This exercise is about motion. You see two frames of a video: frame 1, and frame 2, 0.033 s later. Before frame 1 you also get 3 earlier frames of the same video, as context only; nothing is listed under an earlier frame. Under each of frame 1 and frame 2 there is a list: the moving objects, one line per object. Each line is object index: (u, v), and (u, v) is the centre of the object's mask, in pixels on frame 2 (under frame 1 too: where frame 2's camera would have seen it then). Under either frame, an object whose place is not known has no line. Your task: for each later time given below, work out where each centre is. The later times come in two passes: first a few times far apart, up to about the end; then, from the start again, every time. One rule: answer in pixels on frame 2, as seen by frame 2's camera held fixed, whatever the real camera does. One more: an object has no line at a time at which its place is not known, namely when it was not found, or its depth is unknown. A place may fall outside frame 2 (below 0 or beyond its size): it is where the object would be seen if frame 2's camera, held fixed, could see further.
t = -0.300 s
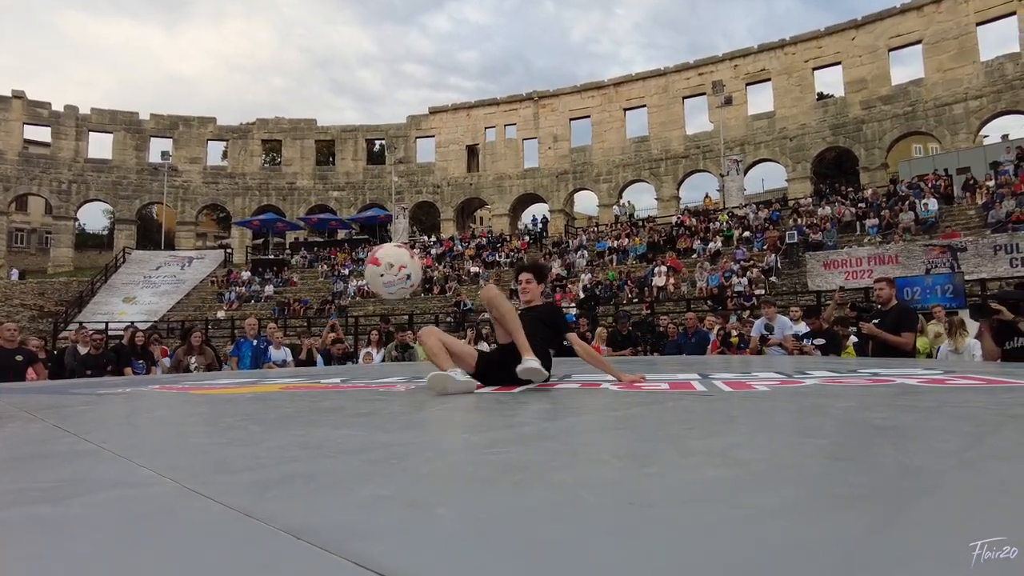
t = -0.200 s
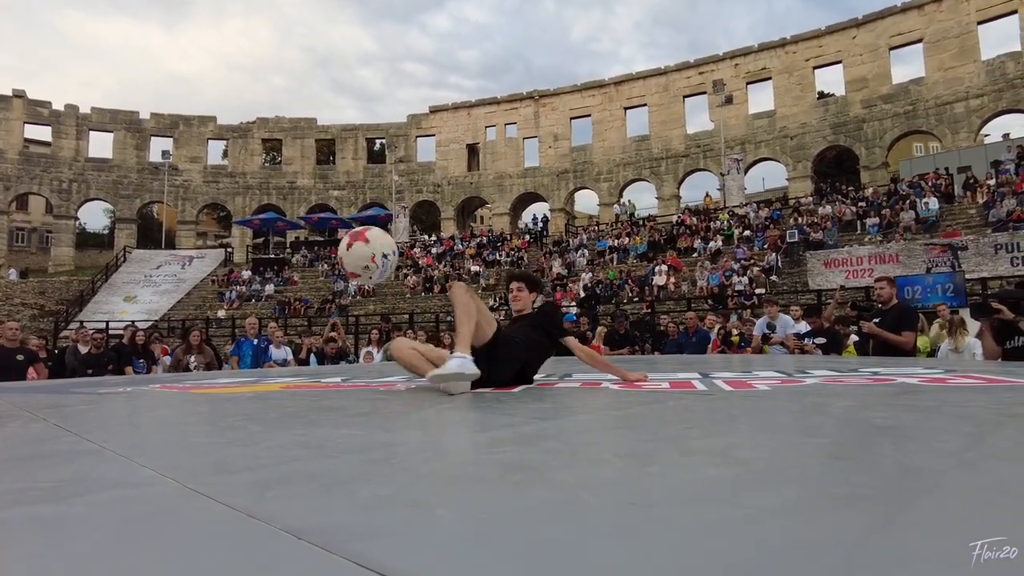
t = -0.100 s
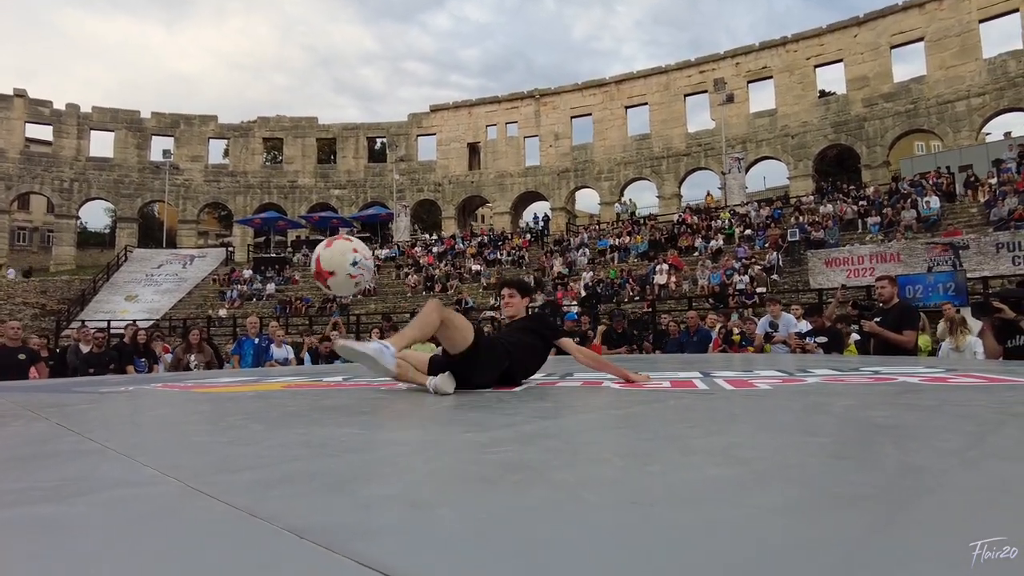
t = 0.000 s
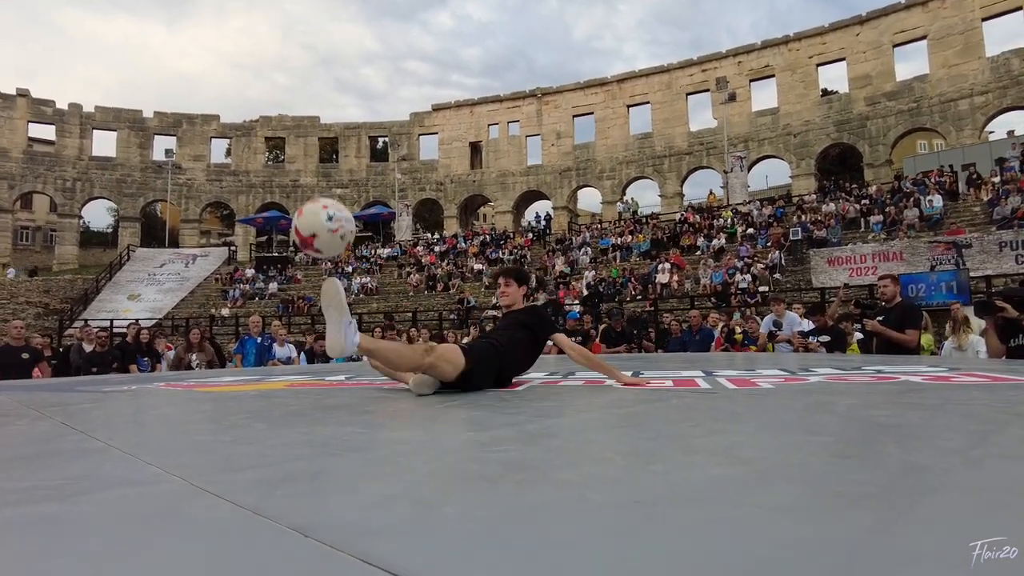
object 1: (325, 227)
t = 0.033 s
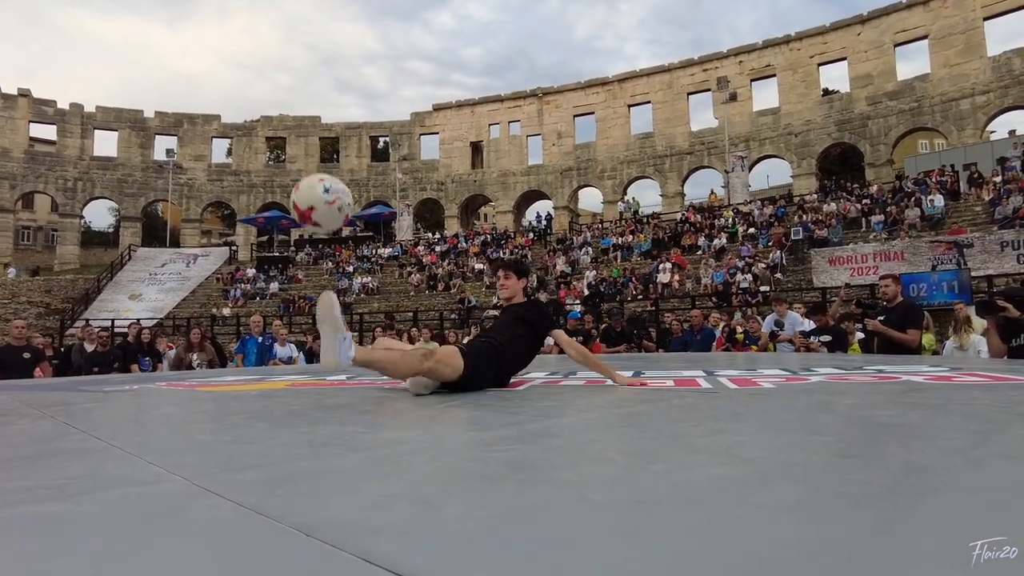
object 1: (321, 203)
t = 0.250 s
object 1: (303, 121)
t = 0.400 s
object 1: (291, 133)
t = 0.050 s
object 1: (320, 192)
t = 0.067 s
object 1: (318, 182)
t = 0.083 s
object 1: (317, 173)
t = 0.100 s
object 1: (316, 164)
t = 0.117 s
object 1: (314, 156)
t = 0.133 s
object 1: (313, 149)
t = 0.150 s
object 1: (312, 142)
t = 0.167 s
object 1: (310, 137)
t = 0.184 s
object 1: (309, 132)
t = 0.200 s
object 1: (308, 129)
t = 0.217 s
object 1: (307, 124)
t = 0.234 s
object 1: (305, 122)
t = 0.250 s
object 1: (303, 121)
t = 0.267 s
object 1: (302, 118)
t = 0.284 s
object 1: (301, 118)
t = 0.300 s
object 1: (299, 118)
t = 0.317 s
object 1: (298, 119)
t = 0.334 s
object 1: (297, 120)
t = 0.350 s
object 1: (295, 122)
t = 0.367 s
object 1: (294, 125)
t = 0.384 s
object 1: (293, 128)
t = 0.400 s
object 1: (291, 133)
